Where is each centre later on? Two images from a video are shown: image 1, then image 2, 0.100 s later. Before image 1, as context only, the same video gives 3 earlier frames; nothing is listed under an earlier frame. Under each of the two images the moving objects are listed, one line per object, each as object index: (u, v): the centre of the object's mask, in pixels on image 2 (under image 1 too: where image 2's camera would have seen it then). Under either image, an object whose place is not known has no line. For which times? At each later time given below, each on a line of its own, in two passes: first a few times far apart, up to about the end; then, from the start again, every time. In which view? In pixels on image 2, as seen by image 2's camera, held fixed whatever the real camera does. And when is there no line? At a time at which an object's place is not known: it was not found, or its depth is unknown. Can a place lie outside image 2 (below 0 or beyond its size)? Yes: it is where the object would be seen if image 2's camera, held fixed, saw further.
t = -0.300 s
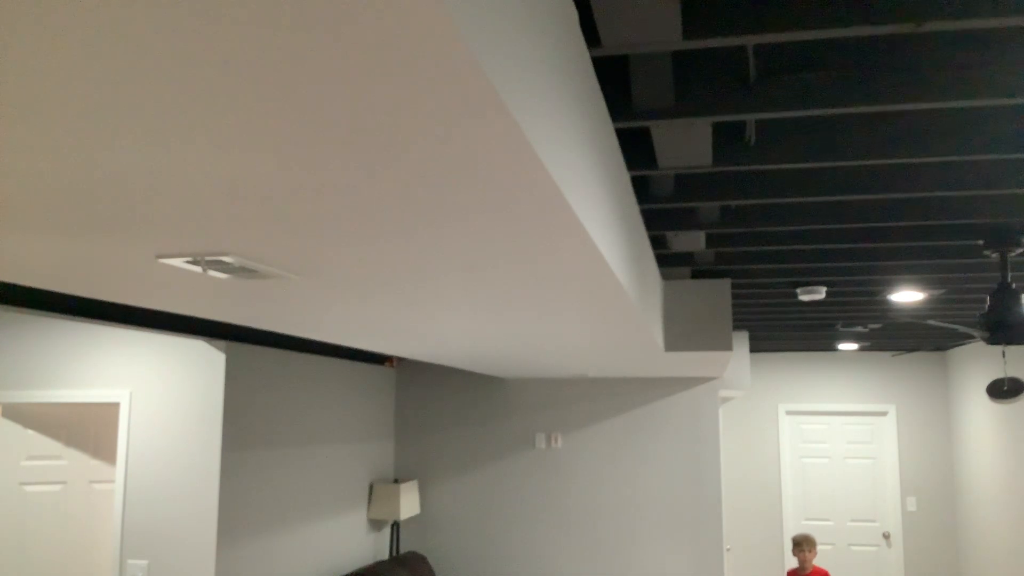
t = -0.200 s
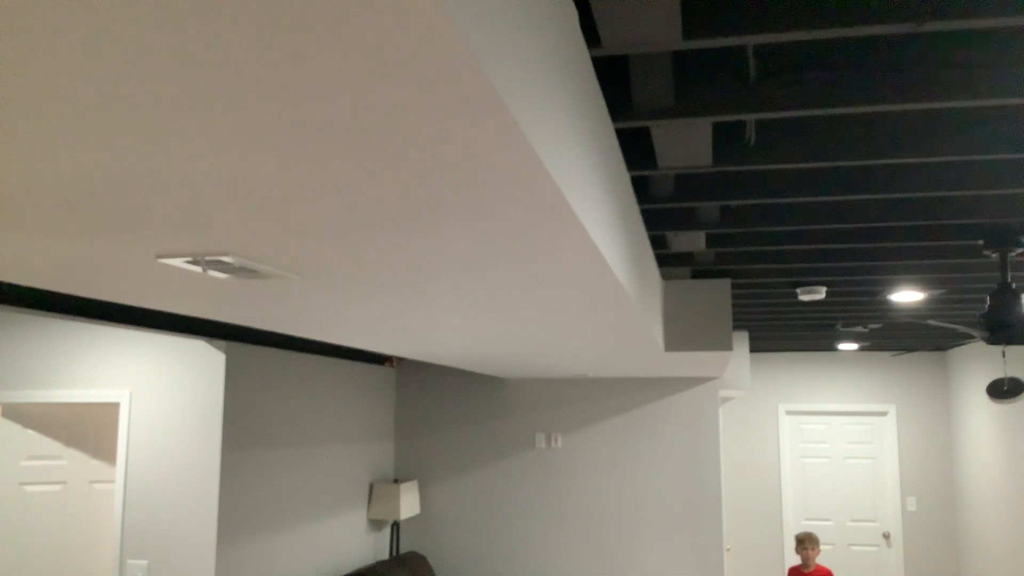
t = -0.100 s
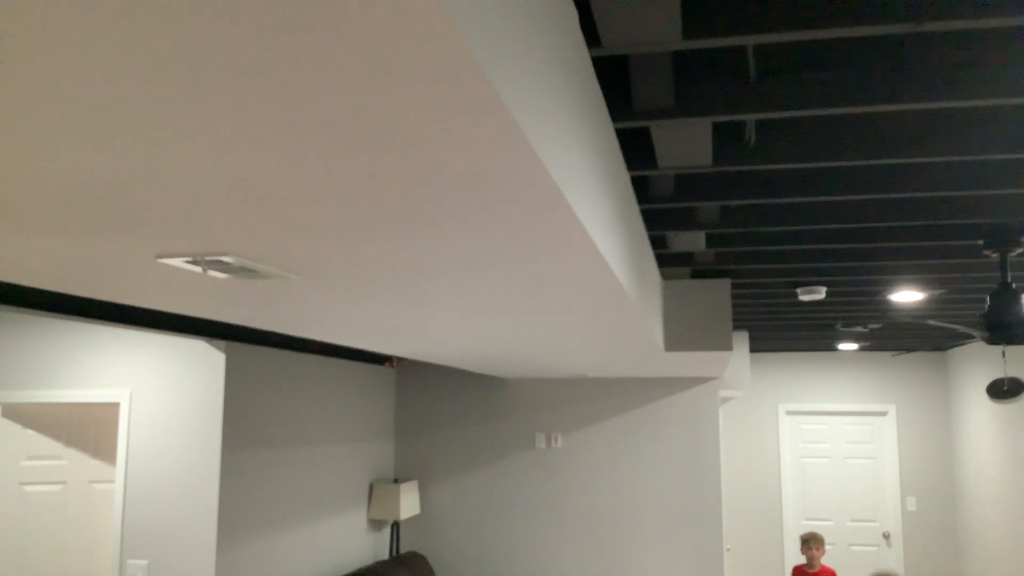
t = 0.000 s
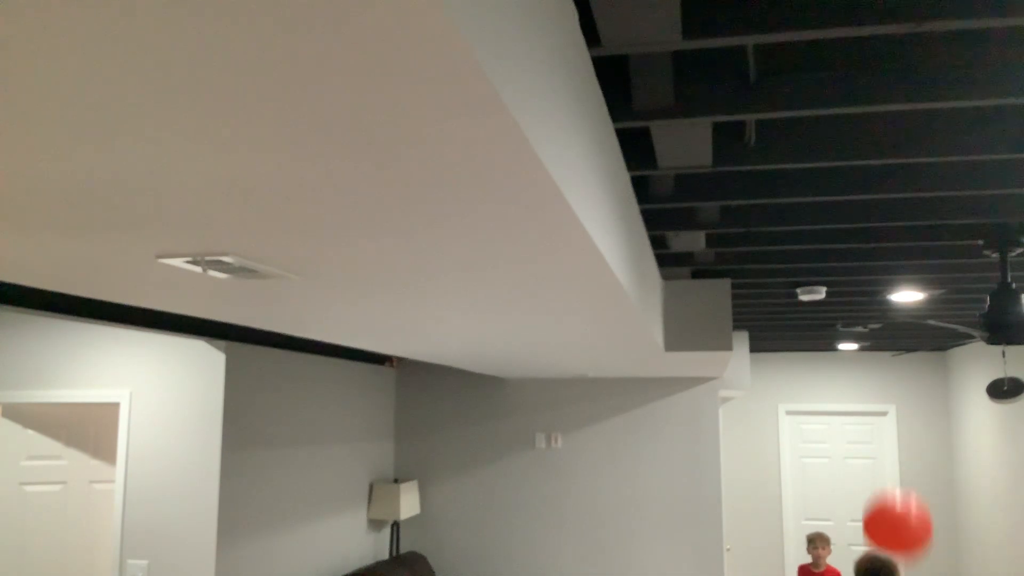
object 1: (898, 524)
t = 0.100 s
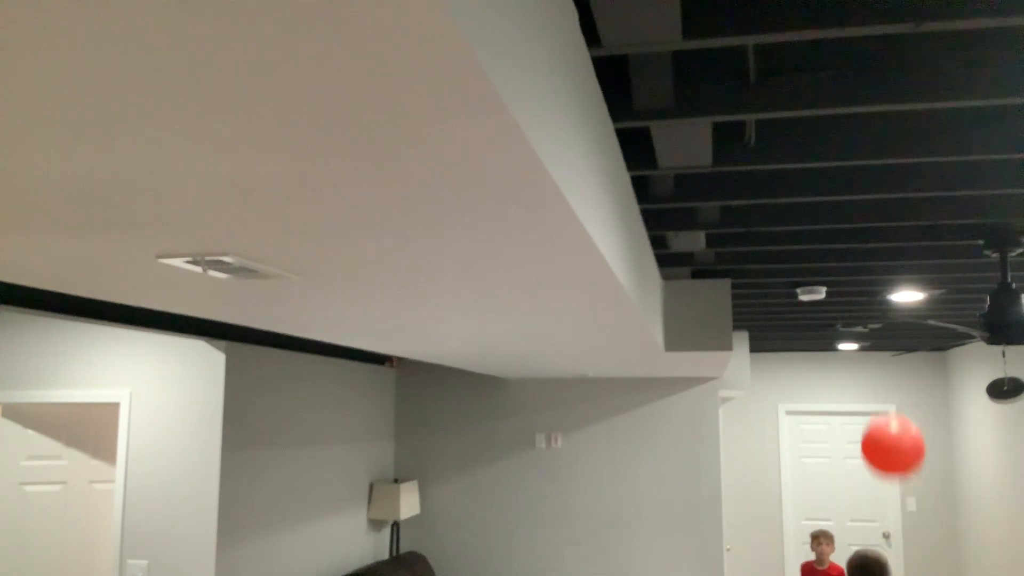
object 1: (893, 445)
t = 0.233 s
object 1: (891, 391)
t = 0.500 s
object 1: (897, 394)
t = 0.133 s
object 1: (892, 426)
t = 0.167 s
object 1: (892, 412)
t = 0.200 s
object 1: (891, 400)
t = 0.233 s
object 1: (891, 391)
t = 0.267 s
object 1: (891, 384)
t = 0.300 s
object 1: (891, 380)
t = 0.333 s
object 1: (892, 377)
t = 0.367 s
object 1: (893, 377)
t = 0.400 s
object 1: (894, 379)
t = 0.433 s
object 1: (895, 382)
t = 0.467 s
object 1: (896, 388)
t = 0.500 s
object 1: (897, 394)
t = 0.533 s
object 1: (898, 402)
